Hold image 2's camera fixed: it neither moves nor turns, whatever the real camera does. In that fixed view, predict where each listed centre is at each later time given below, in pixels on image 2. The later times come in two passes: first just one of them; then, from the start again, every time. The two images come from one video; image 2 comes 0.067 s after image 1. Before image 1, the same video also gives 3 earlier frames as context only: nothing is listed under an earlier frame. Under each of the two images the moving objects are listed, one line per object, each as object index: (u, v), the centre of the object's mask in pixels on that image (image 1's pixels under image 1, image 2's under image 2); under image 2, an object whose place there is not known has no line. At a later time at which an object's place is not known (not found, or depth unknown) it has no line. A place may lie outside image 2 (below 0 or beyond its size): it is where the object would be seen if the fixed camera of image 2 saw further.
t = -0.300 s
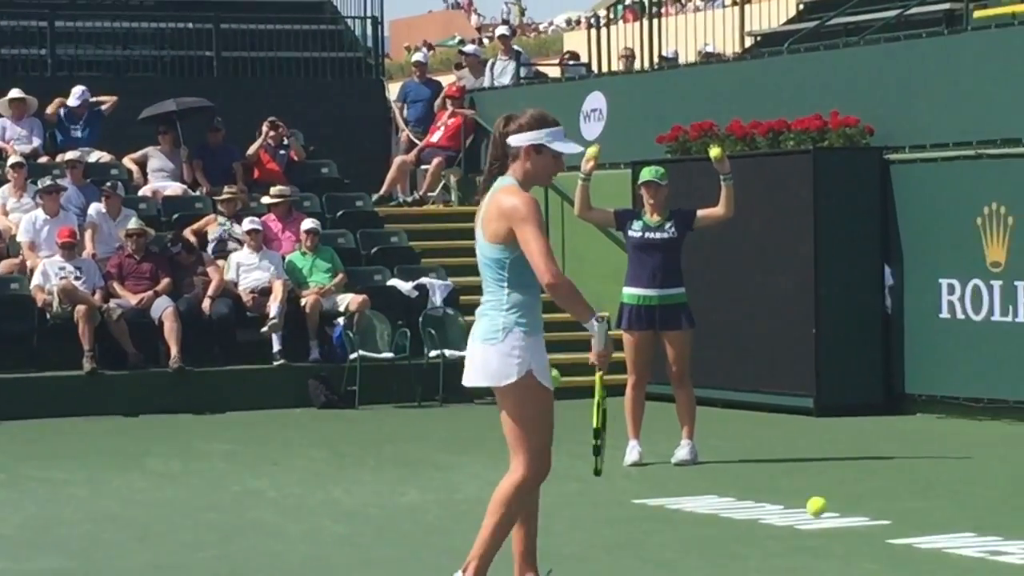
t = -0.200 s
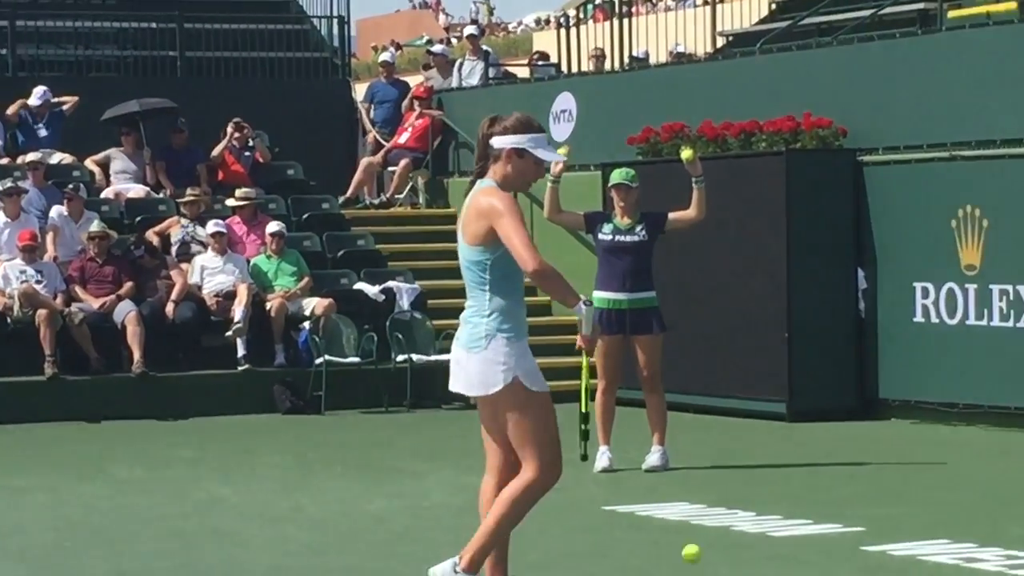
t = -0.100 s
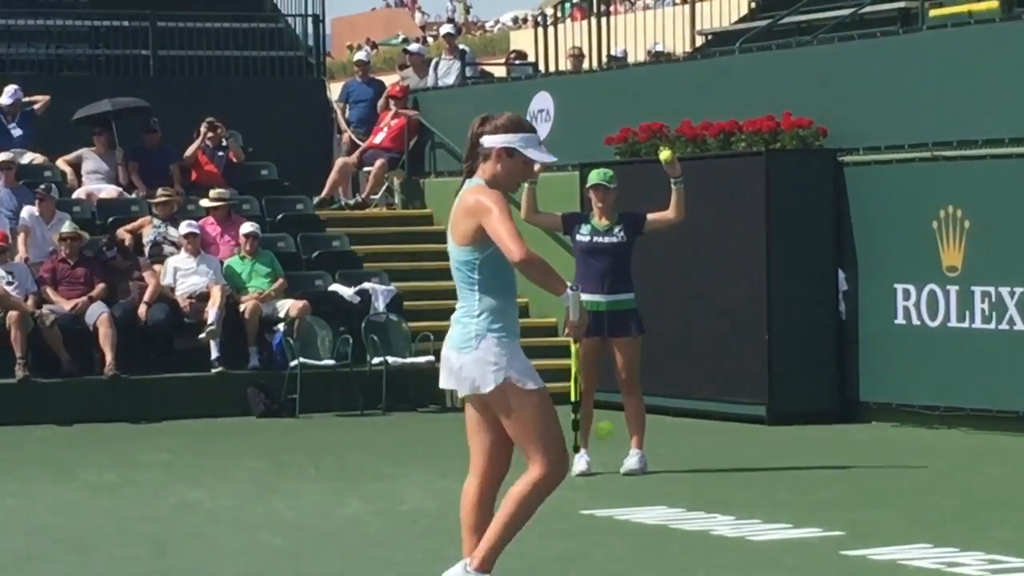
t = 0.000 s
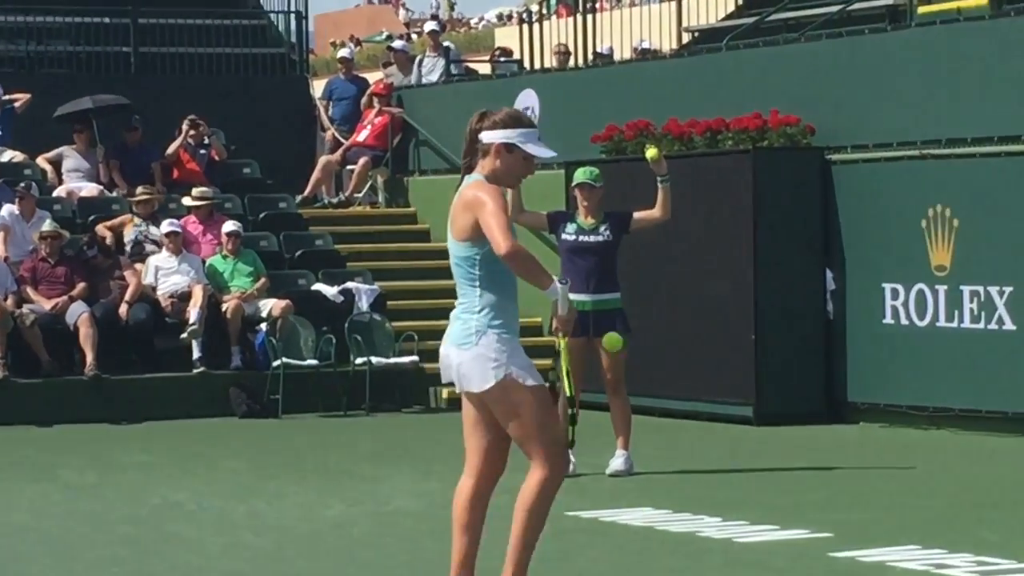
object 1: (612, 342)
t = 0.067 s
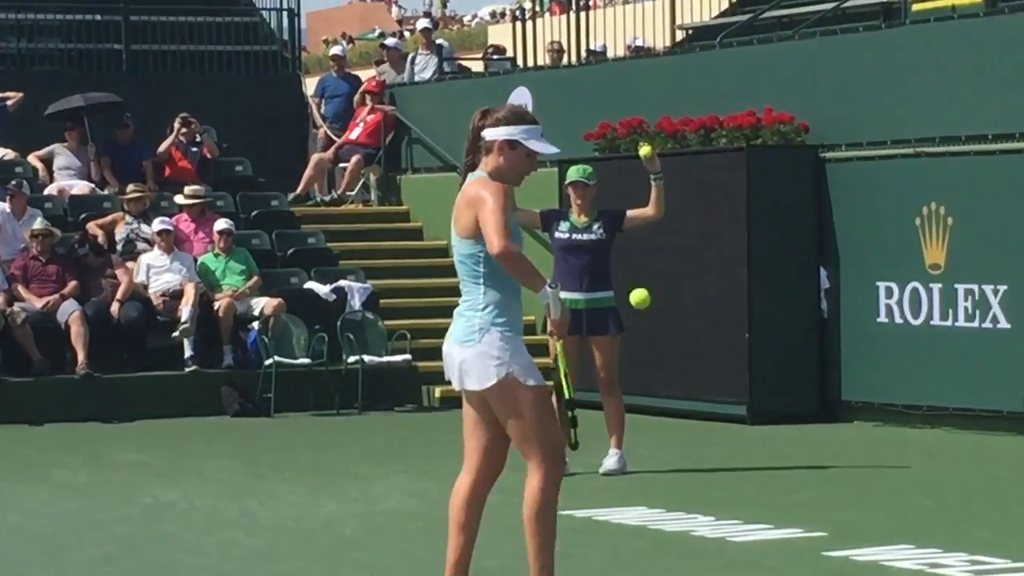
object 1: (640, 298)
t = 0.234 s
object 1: (726, 250)
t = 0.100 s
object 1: (657, 282)
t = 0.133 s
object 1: (674, 269)
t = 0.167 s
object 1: (692, 260)
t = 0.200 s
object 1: (709, 253)
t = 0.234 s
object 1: (726, 250)
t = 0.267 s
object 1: (744, 250)
